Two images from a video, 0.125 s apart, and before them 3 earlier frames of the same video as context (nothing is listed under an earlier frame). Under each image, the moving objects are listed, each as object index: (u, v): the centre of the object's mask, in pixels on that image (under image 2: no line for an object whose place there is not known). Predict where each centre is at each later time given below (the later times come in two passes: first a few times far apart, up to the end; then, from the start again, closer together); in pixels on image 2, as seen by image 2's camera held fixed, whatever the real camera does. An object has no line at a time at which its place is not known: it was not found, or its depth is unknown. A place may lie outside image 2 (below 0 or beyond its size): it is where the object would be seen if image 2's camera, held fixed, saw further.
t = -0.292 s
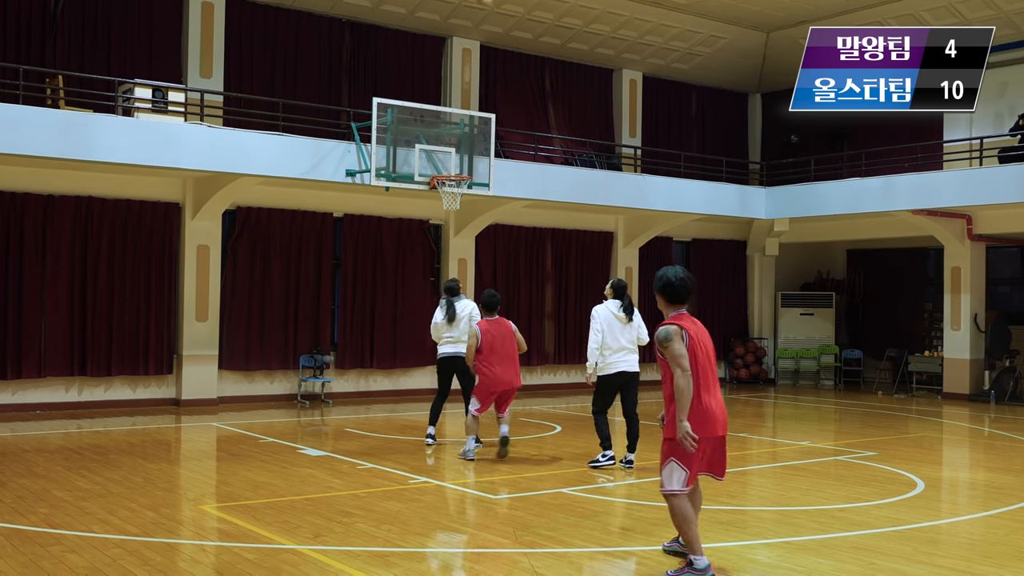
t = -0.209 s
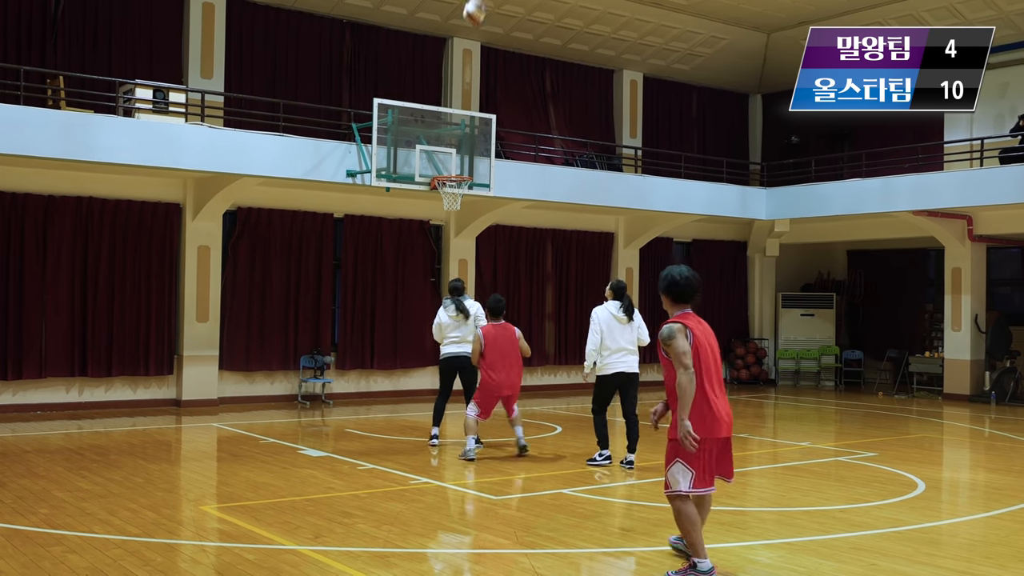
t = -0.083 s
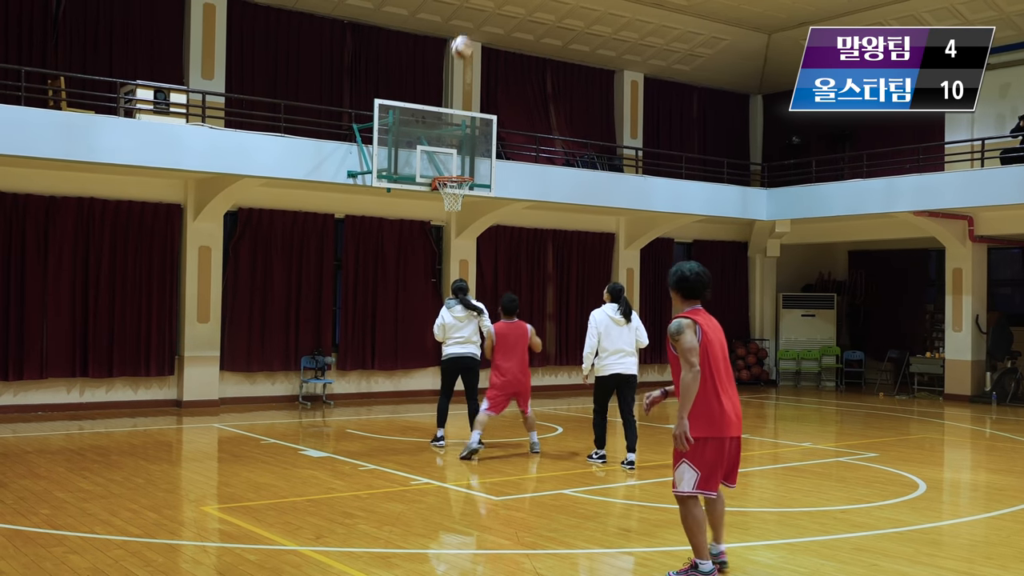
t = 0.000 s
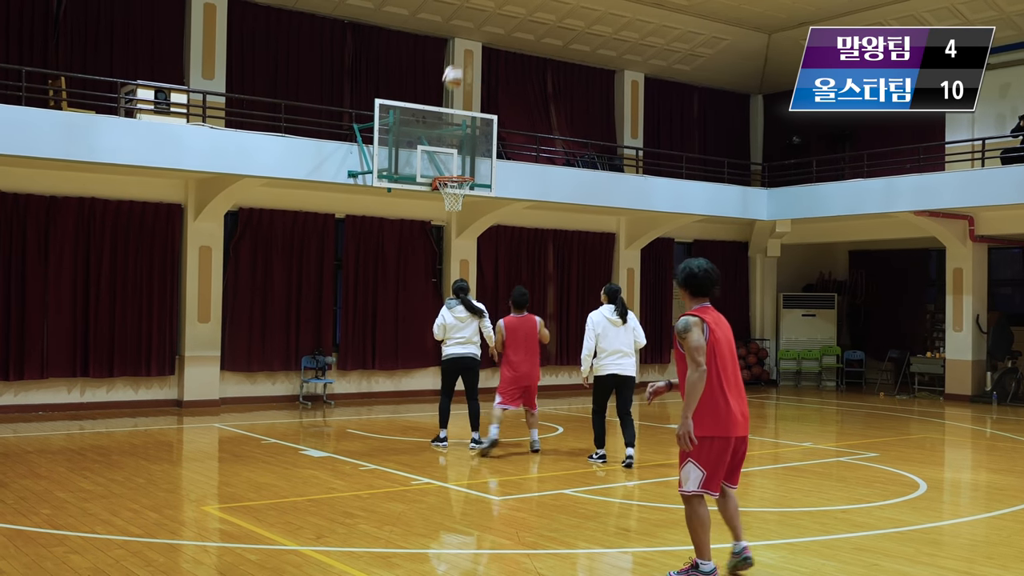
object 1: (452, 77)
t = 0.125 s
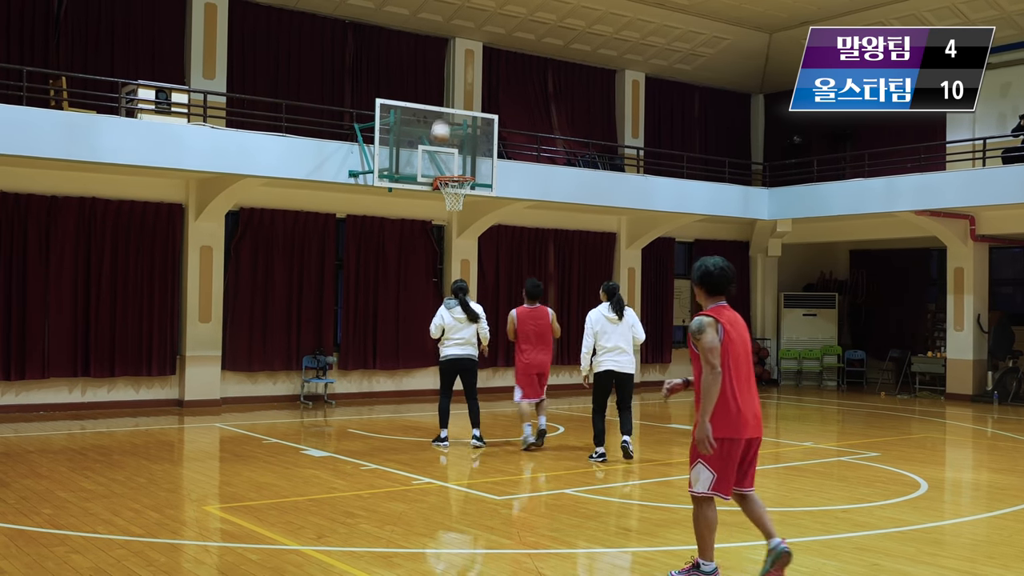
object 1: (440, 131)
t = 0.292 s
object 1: (458, 191)
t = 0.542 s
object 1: (459, 206)
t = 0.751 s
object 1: (450, 249)
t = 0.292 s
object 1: (458, 191)
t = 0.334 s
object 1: (463, 191)
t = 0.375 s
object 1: (465, 187)
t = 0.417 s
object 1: (464, 189)
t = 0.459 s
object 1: (463, 196)
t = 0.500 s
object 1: (461, 199)
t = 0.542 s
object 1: (459, 206)
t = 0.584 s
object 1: (458, 211)
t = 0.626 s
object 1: (455, 220)
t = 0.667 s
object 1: (454, 227)
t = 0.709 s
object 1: (451, 240)
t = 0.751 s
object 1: (450, 249)
